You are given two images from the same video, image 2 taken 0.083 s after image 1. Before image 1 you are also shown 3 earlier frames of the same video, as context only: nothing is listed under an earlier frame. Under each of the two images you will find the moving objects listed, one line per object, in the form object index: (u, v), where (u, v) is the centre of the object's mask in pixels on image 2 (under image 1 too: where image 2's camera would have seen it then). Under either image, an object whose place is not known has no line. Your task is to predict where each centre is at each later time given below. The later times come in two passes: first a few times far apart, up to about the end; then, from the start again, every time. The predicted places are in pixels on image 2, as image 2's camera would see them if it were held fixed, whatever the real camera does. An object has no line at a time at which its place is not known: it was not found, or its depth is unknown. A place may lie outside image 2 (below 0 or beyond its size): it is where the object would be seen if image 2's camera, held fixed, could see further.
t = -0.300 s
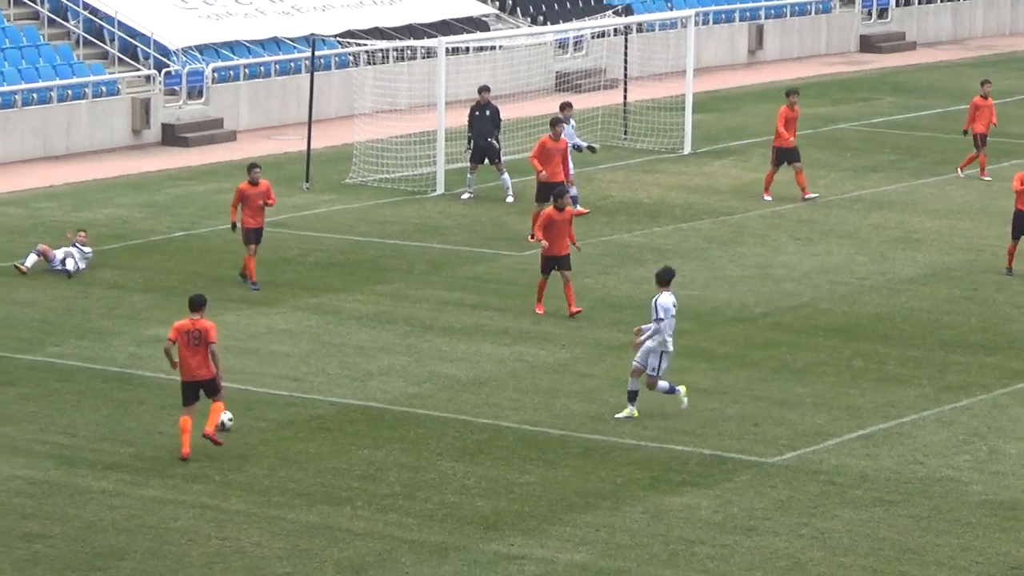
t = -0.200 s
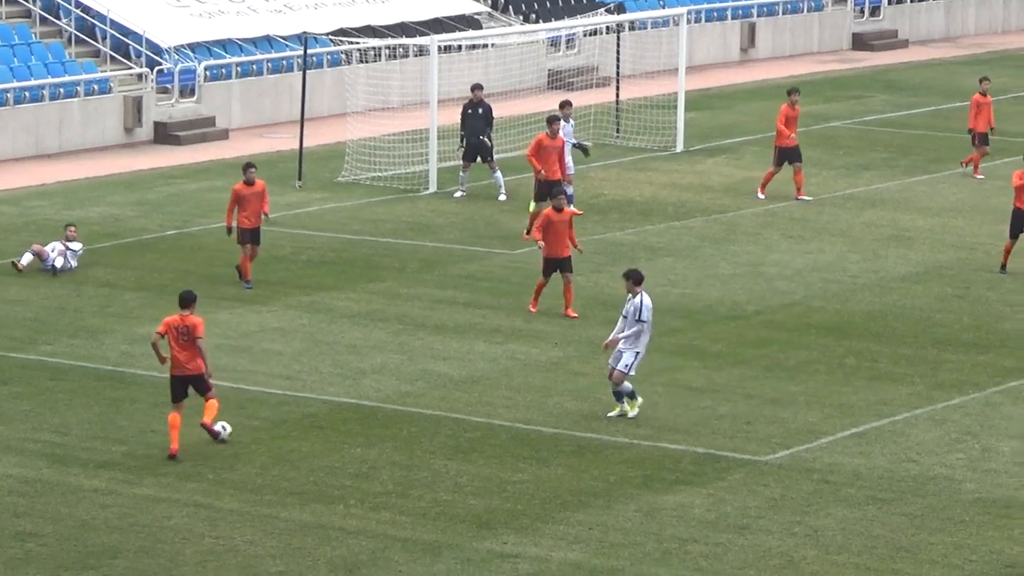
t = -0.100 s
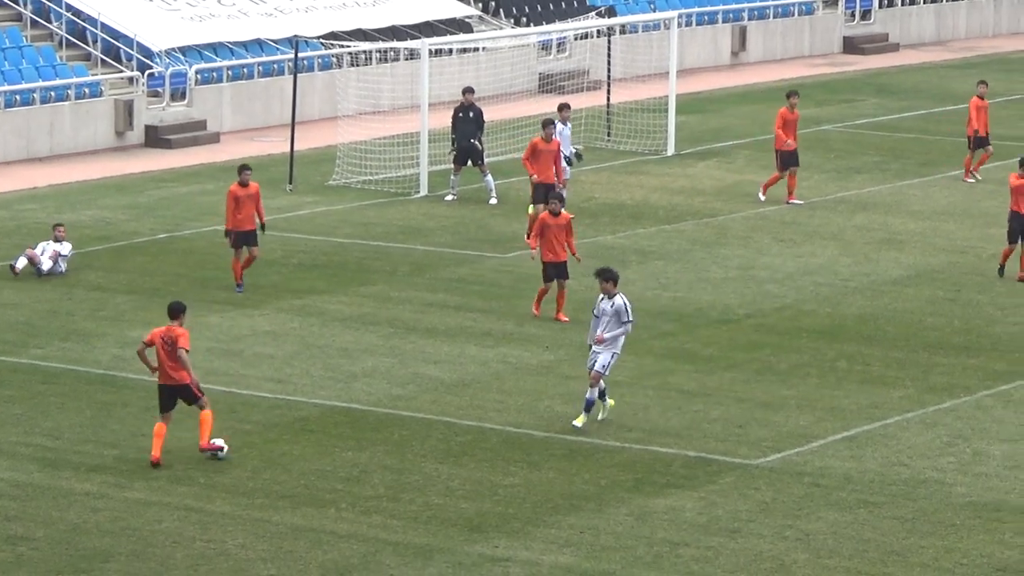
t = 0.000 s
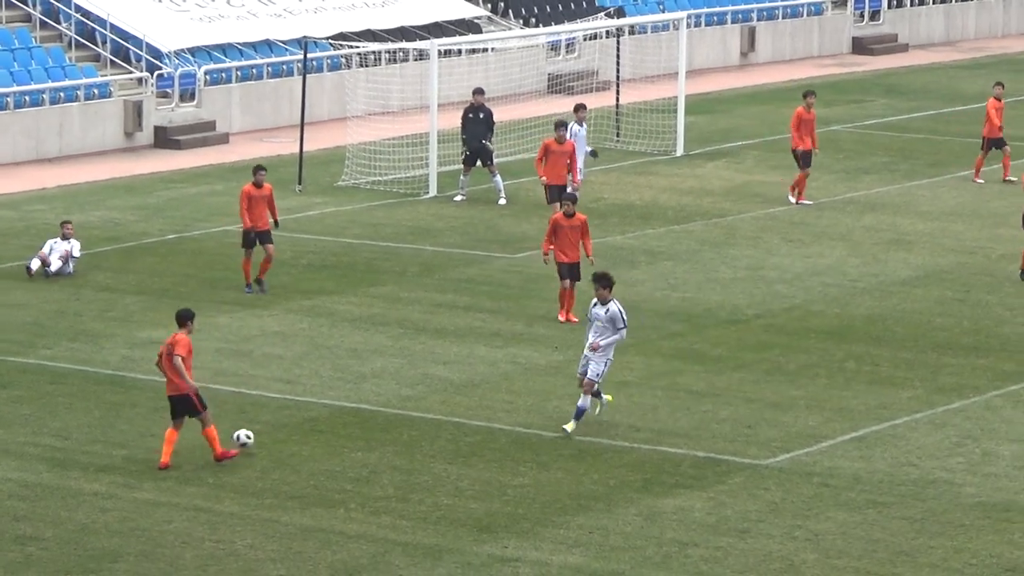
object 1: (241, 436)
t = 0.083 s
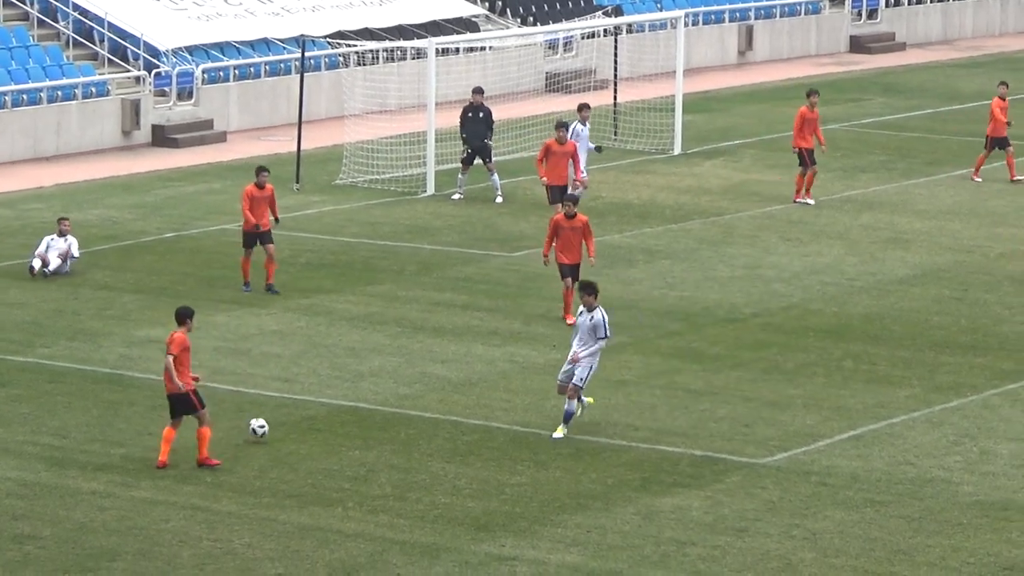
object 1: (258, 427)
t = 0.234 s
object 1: (284, 413)
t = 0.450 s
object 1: (315, 399)
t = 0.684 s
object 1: (343, 387)
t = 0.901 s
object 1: (367, 377)
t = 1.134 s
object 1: (390, 366)
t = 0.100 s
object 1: (261, 426)
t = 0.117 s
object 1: (265, 425)
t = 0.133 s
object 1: (268, 425)
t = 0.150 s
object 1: (271, 425)
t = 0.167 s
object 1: (274, 423)
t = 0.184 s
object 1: (276, 420)
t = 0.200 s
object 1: (279, 417)
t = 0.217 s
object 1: (282, 415)
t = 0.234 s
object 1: (284, 413)
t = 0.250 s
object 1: (287, 412)
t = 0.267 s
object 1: (289, 410)
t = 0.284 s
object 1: (292, 409)
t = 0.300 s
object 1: (295, 408)
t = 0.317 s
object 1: (297, 407)
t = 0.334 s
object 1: (300, 407)
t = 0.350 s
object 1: (302, 405)
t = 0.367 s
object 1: (304, 404)
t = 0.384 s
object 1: (307, 403)
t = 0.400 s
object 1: (308, 402)
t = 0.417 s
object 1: (311, 400)
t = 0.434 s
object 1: (313, 400)
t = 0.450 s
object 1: (315, 399)
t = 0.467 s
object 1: (318, 397)
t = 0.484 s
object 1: (320, 396)
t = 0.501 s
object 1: (322, 395)
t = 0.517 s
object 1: (324, 395)
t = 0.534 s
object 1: (326, 394)
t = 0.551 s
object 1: (328, 393)
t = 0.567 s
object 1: (330, 392)
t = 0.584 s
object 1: (332, 391)
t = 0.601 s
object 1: (333, 390)
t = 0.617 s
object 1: (335, 390)
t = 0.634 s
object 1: (337, 388)
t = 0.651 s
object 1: (340, 389)
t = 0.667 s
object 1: (341, 388)
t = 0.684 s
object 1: (343, 387)
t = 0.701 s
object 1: (345, 385)
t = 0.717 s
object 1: (347, 385)
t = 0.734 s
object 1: (349, 383)
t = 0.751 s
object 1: (351, 383)
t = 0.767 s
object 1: (353, 382)
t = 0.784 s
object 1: (354, 382)
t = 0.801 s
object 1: (356, 382)
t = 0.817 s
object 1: (358, 381)
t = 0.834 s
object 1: (360, 380)
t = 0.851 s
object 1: (362, 379)
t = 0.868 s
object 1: (364, 378)
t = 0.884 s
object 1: (365, 378)
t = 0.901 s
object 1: (367, 377)
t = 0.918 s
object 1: (369, 376)
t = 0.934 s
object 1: (370, 375)
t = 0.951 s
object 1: (372, 374)
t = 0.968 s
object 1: (374, 373)
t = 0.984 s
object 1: (375, 373)
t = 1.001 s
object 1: (377, 372)
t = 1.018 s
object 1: (378, 371)
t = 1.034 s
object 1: (381, 371)
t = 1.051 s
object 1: (383, 370)
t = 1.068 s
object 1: (384, 370)
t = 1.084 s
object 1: (385, 368)
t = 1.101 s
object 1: (387, 368)
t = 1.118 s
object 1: (389, 367)
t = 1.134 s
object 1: (390, 366)
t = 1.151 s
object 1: (391, 365)
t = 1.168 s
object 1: (392, 364)
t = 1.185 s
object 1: (394, 364)
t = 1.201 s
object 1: (396, 363)
